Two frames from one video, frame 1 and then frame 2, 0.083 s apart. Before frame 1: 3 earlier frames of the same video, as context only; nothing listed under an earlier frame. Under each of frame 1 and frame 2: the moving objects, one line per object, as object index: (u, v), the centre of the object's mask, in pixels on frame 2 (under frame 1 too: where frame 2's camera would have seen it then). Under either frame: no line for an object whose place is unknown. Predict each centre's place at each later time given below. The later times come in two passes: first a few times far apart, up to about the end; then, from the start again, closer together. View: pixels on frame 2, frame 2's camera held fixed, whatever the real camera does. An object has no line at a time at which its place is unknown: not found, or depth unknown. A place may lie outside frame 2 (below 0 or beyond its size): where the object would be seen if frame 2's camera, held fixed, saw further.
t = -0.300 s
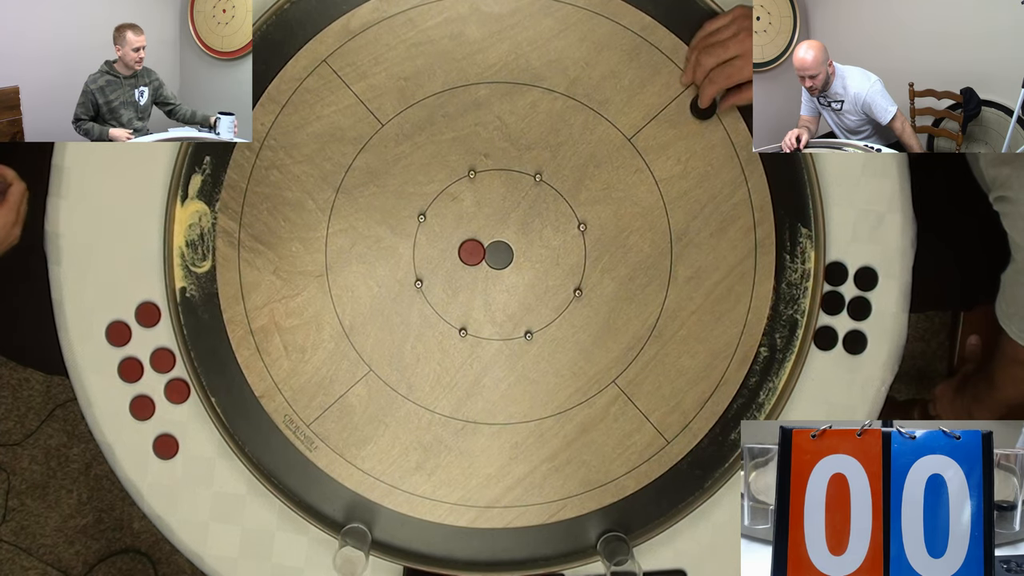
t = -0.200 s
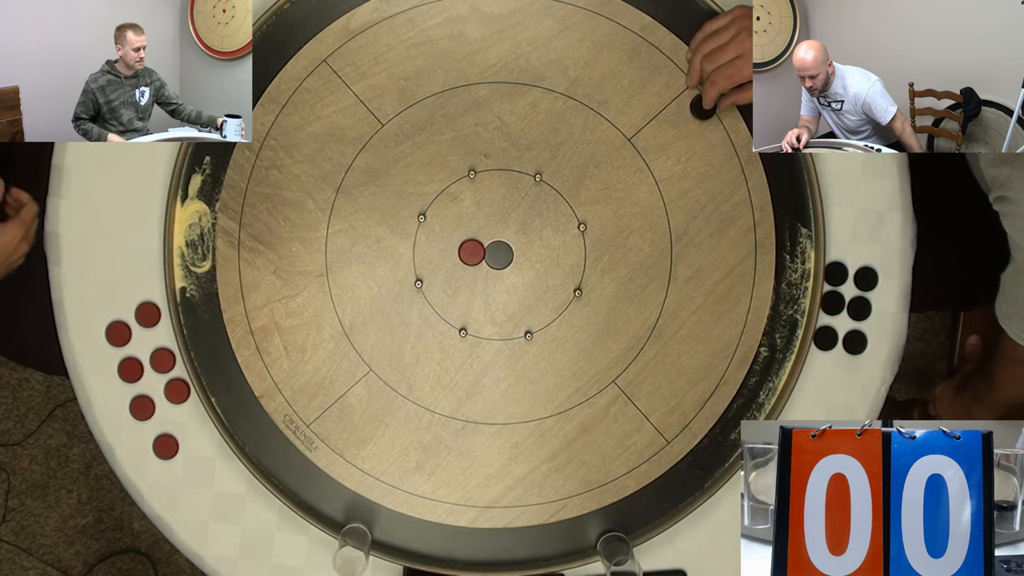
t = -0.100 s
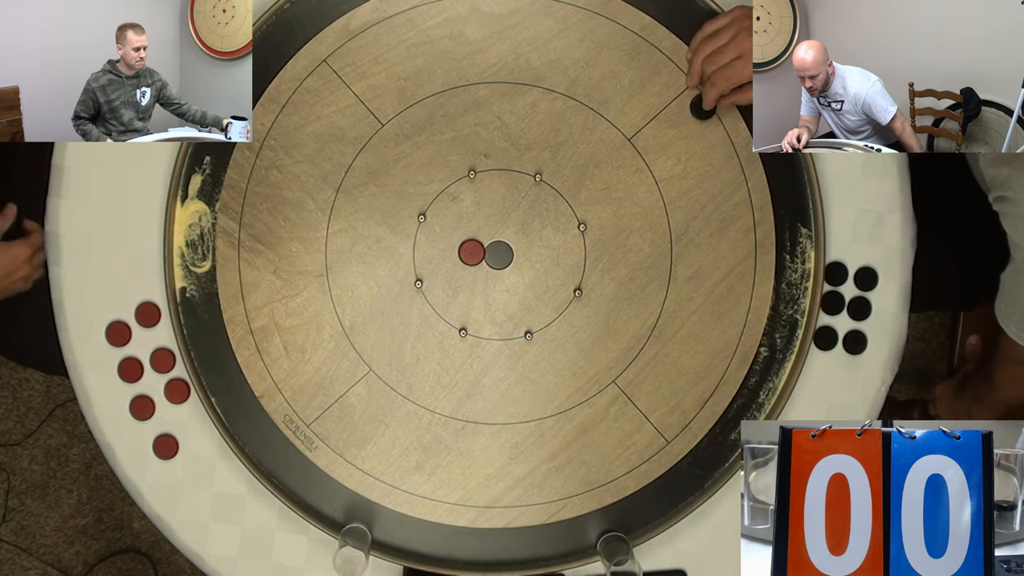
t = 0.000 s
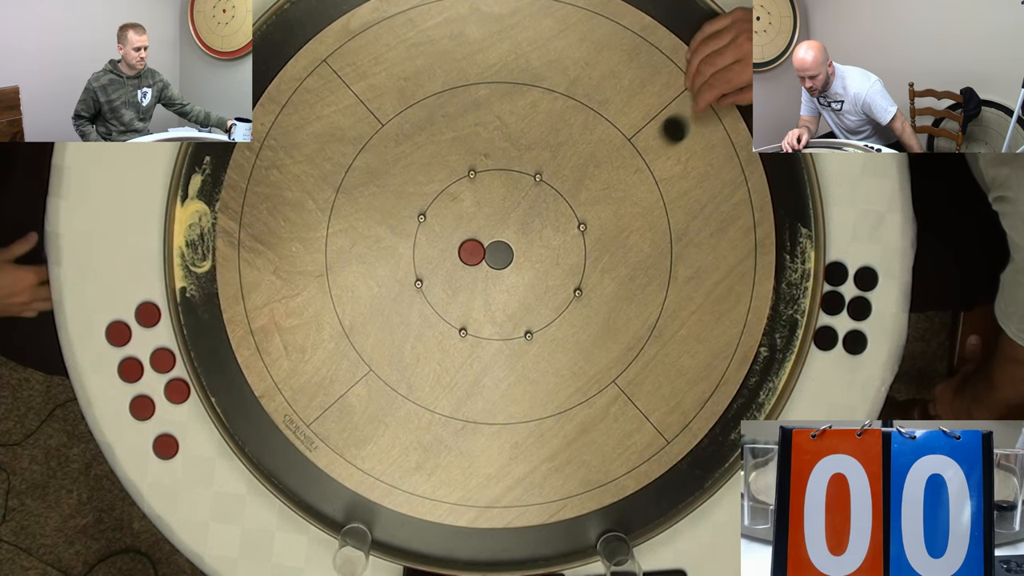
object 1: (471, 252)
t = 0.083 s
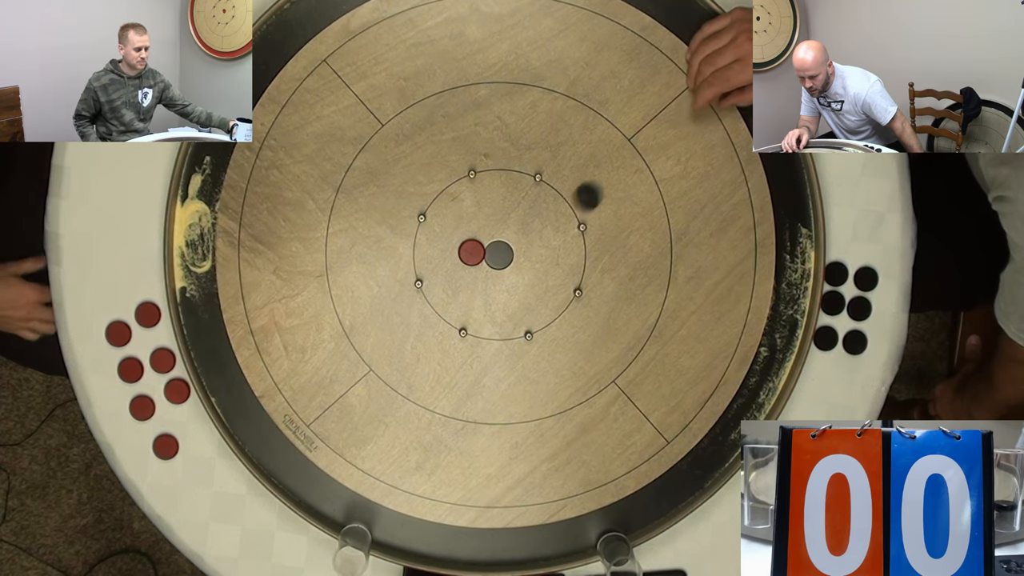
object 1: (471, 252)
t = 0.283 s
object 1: (460, 244)
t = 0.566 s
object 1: (457, 242)
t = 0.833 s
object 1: (457, 242)
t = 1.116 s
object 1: (457, 242)
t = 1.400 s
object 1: (457, 242)
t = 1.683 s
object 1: (457, 242)
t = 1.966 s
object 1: (457, 242)
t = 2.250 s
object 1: (457, 242)
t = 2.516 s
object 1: (457, 242)
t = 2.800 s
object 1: (457, 242)
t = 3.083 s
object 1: (457, 242)
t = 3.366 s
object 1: (457, 242)
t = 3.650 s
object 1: (457, 242)
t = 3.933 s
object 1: (457, 242)
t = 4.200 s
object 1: (457, 242)
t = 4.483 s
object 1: (457, 242)
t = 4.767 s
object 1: (457, 242)
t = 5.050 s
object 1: (457, 242)
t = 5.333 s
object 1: (457, 242)
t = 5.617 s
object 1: (457, 242)
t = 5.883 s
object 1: (457, 242)
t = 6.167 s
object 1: (457, 242)
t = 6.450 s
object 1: (457, 242)
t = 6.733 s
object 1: (457, 242)
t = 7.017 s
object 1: (457, 242)
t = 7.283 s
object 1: (457, 242)
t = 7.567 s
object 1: (457, 242)
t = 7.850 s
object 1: (457, 242)
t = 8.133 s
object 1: (457, 242)
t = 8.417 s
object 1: (457, 242)
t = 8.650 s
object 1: (457, 242)
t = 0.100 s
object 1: (471, 252)
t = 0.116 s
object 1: (471, 252)
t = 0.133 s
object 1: (471, 252)
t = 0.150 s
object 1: (471, 252)
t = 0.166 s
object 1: (471, 252)
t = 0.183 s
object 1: (471, 252)
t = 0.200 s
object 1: (469, 250)
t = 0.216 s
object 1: (467, 249)
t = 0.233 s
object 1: (465, 247)
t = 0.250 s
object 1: (463, 246)
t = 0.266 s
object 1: (462, 245)
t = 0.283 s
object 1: (460, 244)
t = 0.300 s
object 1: (459, 243)
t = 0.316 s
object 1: (459, 243)
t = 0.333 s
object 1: (458, 242)
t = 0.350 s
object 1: (458, 242)
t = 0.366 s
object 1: (457, 242)
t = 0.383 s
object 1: (457, 242)
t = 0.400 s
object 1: (457, 242)
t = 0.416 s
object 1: (457, 242)
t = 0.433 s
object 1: (457, 242)
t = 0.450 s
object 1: (457, 242)
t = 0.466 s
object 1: (457, 242)
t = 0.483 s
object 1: (457, 242)
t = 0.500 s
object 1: (457, 242)
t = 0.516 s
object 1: (457, 242)
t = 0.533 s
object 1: (457, 242)
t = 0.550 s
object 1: (457, 242)
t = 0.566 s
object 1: (457, 242)
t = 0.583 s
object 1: (457, 242)
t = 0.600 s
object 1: (457, 242)
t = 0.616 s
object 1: (457, 242)
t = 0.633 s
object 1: (457, 242)
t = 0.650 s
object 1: (457, 242)
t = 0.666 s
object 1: (457, 242)
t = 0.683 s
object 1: (457, 242)
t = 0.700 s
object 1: (457, 242)
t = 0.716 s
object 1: (457, 242)
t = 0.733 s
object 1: (457, 242)
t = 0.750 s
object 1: (457, 242)
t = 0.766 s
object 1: (457, 242)
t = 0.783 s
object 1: (457, 242)
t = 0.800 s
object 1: (457, 242)
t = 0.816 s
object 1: (457, 242)
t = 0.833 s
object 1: (457, 242)
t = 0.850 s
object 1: (457, 242)
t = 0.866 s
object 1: (457, 242)
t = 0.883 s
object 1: (457, 242)
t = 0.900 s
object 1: (457, 242)
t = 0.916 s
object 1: (457, 242)
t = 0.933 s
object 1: (457, 242)
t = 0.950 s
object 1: (457, 242)
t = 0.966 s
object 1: (457, 242)
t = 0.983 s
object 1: (457, 242)
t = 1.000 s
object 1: (457, 242)
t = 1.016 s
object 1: (457, 242)
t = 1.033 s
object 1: (457, 242)
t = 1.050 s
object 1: (457, 242)
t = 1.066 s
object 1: (457, 242)
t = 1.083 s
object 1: (457, 242)
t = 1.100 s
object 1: (457, 242)
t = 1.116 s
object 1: (457, 242)
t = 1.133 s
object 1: (457, 242)
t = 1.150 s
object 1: (457, 242)
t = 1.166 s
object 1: (457, 242)
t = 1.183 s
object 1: (457, 242)
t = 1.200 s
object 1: (457, 242)
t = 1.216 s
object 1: (457, 242)
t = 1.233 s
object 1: (457, 242)
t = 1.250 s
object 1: (457, 242)
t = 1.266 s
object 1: (457, 242)
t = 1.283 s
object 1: (457, 242)
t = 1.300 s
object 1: (457, 242)
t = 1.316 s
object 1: (457, 242)
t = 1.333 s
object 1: (457, 242)
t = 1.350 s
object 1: (457, 242)
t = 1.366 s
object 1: (457, 242)
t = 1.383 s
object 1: (457, 242)
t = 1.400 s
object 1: (457, 242)
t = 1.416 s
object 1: (457, 242)
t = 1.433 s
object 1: (457, 242)
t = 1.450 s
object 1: (457, 242)
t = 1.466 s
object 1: (457, 242)
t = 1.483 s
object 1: (457, 242)
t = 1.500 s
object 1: (457, 242)
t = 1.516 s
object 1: (457, 242)
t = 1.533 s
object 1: (457, 242)
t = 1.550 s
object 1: (457, 242)
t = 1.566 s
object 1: (457, 242)
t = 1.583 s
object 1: (457, 242)
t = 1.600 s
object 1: (457, 242)
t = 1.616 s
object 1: (457, 242)
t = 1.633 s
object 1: (457, 242)
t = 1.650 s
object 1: (457, 242)
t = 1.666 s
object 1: (457, 242)
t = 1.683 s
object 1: (457, 242)
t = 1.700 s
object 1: (457, 242)
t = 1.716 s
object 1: (457, 242)
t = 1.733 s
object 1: (457, 242)
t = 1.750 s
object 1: (457, 242)
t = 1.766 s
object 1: (457, 242)
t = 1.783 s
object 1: (457, 242)
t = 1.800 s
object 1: (457, 242)
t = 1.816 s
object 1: (457, 242)
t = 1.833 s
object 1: (457, 242)
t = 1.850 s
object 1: (457, 242)
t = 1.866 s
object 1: (457, 242)
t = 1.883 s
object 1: (457, 242)
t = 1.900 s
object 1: (457, 242)
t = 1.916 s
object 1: (457, 242)
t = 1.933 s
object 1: (457, 242)
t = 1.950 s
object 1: (457, 242)
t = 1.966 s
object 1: (457, 242)
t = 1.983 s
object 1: (457, 242)
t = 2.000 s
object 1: (457, 242)
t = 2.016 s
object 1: (457, 242)
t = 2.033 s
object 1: (457, 242)
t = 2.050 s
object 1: (457, 242)
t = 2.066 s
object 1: (457, 242)
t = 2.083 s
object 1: (457, 242)
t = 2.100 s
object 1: (457, 242)
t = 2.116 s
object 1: (457, 242)
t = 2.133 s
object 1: (457, 242)
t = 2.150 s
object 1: (457, 242)
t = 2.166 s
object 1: (457, 242)
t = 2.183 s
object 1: (457, 242)
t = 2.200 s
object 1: (457, 242)
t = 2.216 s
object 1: (457, 242)
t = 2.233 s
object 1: (457, 242)
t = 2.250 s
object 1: (457, 242)
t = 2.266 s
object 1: (457, 242)
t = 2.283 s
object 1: (457, 242)
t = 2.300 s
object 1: (457, 242)
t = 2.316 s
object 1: (457, 242)
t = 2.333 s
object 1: (457, 242)
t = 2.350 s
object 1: (457, 242)
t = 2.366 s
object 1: (457, 242)
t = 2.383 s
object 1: (457, 242)
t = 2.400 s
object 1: (457, 242)
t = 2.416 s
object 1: (457, 242)
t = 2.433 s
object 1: (457, 242)
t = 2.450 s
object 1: (457, 242)
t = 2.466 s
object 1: (457, 242)
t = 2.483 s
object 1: (457, 242)
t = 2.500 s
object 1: (457, 242)
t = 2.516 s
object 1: (457, 242)
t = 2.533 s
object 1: (457, 242)
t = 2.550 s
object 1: (457, 242)
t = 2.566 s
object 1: (457, 242)
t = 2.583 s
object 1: (457, 242)
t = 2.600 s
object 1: (457, 242)
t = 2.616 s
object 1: (457, 242)
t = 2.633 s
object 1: (457, 242)
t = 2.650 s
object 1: (457, 242)
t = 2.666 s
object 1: (457, 242)
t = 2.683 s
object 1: (457, 242)
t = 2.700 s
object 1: (457, 242)
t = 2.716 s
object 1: (457, 242)
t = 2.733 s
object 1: (457, 242)
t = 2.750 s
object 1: (457, 242)
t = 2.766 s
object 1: (457, 242)
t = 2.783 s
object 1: (457, 242)
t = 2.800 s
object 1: (457, 242)
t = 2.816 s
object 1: (457, 242)
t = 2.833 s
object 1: (457, 242)
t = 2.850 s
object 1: (457, 242)
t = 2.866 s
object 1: (457, 242)
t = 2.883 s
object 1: (457, 242)
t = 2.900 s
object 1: (457, 242)
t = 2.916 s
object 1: (457, 242)
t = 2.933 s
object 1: (457, 242)
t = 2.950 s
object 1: (457, 242)
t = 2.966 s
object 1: (457, 242)
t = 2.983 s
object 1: (457, 242)
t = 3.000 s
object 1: (457, 242)
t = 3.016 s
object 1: (457, 242)
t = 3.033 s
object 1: (457, 242)
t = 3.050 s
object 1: (457, 242)
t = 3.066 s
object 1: (457, 242)
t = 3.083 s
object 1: (457, 242)
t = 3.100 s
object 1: (457, 242)
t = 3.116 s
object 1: (457, 242)
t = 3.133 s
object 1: (457, 242)
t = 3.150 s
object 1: (457, 242)
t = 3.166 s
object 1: (457, 242)
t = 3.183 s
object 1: (457, 242)
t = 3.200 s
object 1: (457, 242)
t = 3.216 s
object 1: (457, 242)
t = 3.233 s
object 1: (457, 242)
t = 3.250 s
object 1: (457, 242)
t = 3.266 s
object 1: (457, 242)
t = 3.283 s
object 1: (457, 242)
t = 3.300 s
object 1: (457, 242)
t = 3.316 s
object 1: (457, 242)
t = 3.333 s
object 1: (457, 242)
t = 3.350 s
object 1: (457, 242)
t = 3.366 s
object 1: (457, 242)
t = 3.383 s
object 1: (457, 242)
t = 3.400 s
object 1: (457, 242)
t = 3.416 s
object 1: (457, 242)
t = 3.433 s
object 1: (457, 242)
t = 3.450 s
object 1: (457, 242)
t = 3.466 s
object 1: (457, 242)
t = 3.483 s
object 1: (457, 242)
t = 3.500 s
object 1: (457, 242)
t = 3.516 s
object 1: (457, 242)
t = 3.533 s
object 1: (457, 242)
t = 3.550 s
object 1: (457, 242)
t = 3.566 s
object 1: (457, 242)
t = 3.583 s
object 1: (457, 242)
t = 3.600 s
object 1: (457, 242)
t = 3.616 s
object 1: (457, 242)
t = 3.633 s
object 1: (457, 242)
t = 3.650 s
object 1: (457, 242)
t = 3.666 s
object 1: (457, 242)
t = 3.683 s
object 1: (457, 242)
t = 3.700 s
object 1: (457, 242)
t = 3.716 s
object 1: (457, 242)
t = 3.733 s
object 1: (457, 242)
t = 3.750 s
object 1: (457, 242)
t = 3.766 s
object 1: (457, 242)
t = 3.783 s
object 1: (457, 242)
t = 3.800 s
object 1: (457, 242)
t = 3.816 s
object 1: (457, 242)
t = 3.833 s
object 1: (457, 242)
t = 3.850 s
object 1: (457, 242)
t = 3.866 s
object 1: (457, 242)
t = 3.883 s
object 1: (457, 242)
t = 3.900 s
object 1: (457, 242)
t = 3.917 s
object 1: (457, 242)
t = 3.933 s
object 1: (457, 242)
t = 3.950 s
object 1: (457, 242)
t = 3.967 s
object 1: (457, 242)
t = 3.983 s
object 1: (457, 242)
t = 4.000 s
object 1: (457, 242)
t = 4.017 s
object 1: (457, 242)
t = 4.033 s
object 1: (457, 242)
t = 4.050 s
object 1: (457, 242)
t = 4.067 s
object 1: (457, 242)
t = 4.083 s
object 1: (457, 242)
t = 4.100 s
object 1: (457, 242)
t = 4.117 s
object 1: (457, 242)
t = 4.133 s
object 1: (457, 242)
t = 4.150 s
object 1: (457, 242)
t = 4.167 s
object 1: (457, 242)
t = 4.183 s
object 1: (457, 242)
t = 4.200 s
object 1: (457, 242)
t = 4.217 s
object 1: (457, 242)
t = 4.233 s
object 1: (457, 242)
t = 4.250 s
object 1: (457, 242)
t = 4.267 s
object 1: (457, 242)
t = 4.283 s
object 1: (457, 242)
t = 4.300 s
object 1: (457, 242)
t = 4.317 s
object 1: (457, 242)
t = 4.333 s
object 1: (457, 242)
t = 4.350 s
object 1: (457, 242)
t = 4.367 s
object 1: (457, 242)
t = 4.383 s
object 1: (457, 242)
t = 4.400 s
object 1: (457, 242)
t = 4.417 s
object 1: (457, 242)
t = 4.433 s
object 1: (457, 242)
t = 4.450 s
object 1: (457, 242)
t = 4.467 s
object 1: (457, 242)
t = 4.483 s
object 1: (457, 242)
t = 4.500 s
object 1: (457, 242)
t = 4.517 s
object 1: (457, 242)
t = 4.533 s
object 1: (457, 242)
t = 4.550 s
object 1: (457, 242)
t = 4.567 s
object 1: (457, 242)
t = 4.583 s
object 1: (457, 242)
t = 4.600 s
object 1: (457, 242)
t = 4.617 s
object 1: (457, 242)
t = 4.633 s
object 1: (457, 242)
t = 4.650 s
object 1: (457, 242)
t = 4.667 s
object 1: (457, 242)
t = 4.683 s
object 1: (457, 242)
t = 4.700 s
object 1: (457, 242)
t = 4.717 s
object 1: (457, 242)
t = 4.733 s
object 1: (457, 242)
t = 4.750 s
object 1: (457, 242)
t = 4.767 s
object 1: (457, 242)
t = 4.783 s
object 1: (457, 242)
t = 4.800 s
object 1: (457, 242)
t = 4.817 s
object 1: (457, 242)
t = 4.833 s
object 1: (457, 242)
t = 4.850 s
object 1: (457, 242)
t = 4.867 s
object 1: (457, 242)
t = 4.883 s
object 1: (457, 242)
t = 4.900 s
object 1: (457, 242)
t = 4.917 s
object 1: (457, 242)
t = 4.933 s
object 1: (457, 242)
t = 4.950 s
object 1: (457, 242)
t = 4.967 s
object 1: (457, 242)
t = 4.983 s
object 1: (457, 242)
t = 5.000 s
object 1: (457, 242)
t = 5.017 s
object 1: (457, 242)
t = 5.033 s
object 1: (457, 242)
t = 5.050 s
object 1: (457, 242)
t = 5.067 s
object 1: (457, 242)
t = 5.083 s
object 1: (457, 242)
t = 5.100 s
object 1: (457, 242)
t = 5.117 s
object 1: (457, 242)
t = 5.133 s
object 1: (457, 242)
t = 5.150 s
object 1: (457, 242)
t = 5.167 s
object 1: (457, 242)
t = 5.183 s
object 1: (457, 242)
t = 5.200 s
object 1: (457, 242)
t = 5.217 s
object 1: (457, 242)
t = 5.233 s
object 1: (457, 242)
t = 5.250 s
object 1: (457, 242)
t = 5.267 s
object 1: (457, 242)
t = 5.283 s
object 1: (457, 242)
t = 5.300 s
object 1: (457, 242)
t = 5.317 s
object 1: (457, 242)
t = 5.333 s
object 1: (457, 242)
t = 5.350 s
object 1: (457, 242)
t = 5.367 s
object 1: (457, 242)
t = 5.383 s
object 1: (457, 242)
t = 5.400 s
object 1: (457, 242)
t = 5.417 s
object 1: (457, 242)
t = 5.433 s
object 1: (457, 242)
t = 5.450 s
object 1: (457, 242)
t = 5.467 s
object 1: (457, 242)
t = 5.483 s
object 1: (457, 242)
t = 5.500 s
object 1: (457, 242)
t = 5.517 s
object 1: (457, 242)
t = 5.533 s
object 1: (457, 242)
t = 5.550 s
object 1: (457, 242)
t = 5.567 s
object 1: (457, 242)
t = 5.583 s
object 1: (457, 242)
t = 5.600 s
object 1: (457, 242)
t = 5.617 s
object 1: (457, 242)
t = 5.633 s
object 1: (457, 242)
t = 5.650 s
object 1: (457, 242)
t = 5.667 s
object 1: (457, 242)
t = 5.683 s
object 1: (457, 242)
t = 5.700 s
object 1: (457, 242)
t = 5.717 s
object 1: (457, 242)
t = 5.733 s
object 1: (457, 242)
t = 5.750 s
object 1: (457, 242)
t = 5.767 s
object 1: (457, 242)
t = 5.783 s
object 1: (457, 242)
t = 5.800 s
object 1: (457, 242)
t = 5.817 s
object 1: (457, 242)
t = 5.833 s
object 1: (457, 242)
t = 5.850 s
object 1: (457, 242)
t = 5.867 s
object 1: (457, 242)
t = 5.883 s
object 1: (457, 242)
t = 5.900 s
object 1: (457, 242)
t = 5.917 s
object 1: (457, 242)
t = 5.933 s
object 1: (457, 242)
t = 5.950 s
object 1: (457, 242)
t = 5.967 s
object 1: (457, 242)
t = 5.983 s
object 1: (457, 242)
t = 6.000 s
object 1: (457, 242)
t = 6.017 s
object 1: (457, 242)
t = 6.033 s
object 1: (457, 242)
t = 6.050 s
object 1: (457, 242)
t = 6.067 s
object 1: (457, 242)
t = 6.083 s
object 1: (457, 242)
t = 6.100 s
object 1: (457, 242)
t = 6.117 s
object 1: (457, 242)
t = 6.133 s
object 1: (457, 242)
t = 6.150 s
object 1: (457, 242)
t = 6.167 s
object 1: (457, 242)
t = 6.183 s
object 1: (457, 242)
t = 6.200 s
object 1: (457, 242)
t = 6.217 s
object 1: (457, 242)
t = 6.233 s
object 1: (457, 242)
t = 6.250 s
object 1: (457, 242)
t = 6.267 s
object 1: (457, 242)
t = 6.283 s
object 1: (457, 242)
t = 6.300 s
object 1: (457, 242)
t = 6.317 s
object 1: (457, 242)
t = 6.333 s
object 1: (457, 242)
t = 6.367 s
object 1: (457, 242)
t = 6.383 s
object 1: (457, 242)
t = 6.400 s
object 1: (457, 242)
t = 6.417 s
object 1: (457, 242)
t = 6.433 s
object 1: (457, 242)
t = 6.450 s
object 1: (457, 242)
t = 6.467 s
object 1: (457, 242)
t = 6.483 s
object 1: (457, 242)
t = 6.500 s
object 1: (457, 242)
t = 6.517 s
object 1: (457, 242)
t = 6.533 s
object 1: (457, 242)
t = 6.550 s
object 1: (457, 242)
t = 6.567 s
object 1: (457, 242)
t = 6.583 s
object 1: (457, 242)
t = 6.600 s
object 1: (457, 242)
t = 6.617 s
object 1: (457, 242)
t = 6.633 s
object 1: (457, 242)
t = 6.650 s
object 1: (457, 242)
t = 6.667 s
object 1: (457, 242)
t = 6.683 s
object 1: (457, 242)
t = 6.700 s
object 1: (457, 242)
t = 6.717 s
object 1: (457, 242)
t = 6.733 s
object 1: (457, 242)
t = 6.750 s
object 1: (457, 242)
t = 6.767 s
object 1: (457, 242)
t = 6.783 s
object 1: (457, 242)
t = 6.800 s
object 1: (457, 242)
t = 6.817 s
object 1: (457, 242)
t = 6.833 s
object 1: (457, 242)
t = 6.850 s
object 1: (457, 242)
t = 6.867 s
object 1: (457, 242)
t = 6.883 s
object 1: (457, 242)
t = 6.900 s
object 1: (457, 242)
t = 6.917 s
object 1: (457, 242)
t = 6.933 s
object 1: (457, 242)
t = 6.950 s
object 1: (457, 242)
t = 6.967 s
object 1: (457, 242)
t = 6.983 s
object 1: (457, 242)
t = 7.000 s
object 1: (457, 242)
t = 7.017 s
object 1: (457, 242)
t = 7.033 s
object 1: (457, 242)
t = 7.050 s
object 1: (457, 242)
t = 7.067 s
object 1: (457, 242)
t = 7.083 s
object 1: (457, 242)
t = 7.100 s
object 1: (457, 242)
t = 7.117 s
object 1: (457, 242)
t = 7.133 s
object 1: (457, 242)
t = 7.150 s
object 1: (457, 242)
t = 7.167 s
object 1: (457, 242)
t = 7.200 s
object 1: (457, 242)
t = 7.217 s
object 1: (457, 242)
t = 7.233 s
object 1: (457, 242)
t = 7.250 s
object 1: (457, 242)
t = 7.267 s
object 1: (457, 242)
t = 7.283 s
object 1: (457, 242)
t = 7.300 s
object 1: (457, 242)
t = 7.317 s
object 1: (457, 242)
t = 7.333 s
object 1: (457, 242)
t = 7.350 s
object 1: (457, 242)
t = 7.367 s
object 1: (457, 242)
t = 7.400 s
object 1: (457, 242)
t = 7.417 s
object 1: (457, 242)
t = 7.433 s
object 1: (457, 242)
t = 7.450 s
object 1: (457, 242)
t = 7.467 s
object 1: (457, 242)
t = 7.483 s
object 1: (457, 242)
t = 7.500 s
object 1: (457, 242)
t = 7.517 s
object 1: (457, 242)
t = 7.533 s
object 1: (457, 242)
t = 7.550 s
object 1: (457, 242)
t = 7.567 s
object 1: (457, 242)
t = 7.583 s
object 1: (457, 242)
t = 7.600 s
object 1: (457, 242)
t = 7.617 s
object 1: (457, 242)
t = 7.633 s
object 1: (457, 242)
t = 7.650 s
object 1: (457, 242)
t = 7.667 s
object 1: (457, 242)
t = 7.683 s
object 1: (457, 242)
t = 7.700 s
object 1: (457, 242)
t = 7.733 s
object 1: (457, 242)
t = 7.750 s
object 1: (457, 242)
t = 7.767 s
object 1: (457, 242)
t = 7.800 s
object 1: (457, 242)
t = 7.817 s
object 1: (457, 242)
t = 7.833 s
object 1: (457, 242)
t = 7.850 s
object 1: (457, 242)
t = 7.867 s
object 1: (457, 242)
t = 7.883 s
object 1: (457, 242)
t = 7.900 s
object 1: (457, 242)
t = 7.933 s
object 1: (457, 242)
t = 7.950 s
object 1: (457, 242)
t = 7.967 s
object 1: (457, 242)
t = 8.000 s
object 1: (457, 242)
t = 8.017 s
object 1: (457, 242)
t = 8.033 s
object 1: (457, 242)
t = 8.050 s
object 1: (457, 242)
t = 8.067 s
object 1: (457, 242)
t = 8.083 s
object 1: (457, 242)
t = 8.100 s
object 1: (457, 242)
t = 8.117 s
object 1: (457, 242)
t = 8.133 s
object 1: (457, 242)
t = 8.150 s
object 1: (457, 242)
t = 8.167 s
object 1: (457, 242)
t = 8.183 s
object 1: (457, 242)
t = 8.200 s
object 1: (457, 242)
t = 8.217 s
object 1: (457, 242)
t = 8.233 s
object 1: (457, 242)
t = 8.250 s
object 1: (457, 242)
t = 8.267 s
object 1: (457, 242)
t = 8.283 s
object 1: (457, 242)
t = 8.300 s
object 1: (457, 242)
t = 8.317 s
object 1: (457, 242)
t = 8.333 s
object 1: (457, 242)
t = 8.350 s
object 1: (457, 242)
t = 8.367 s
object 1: (457, 242)
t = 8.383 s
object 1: (457, 242)
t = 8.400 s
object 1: (457, 242)
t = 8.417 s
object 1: (457, 242)
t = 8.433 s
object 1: (457, 242)
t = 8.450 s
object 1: (457, 242)
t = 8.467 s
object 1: (457, 242)
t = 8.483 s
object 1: (457, 242)
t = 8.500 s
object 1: (457, 242)
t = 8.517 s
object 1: (457, 242)
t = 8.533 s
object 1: (457, 242)
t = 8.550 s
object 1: (457, 242)
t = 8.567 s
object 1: (457, 242)
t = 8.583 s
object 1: (457, 242)
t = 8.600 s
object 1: (457, 242)
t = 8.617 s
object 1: (457, 242)
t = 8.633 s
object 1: (457, 242)
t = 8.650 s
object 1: (457, 242)
